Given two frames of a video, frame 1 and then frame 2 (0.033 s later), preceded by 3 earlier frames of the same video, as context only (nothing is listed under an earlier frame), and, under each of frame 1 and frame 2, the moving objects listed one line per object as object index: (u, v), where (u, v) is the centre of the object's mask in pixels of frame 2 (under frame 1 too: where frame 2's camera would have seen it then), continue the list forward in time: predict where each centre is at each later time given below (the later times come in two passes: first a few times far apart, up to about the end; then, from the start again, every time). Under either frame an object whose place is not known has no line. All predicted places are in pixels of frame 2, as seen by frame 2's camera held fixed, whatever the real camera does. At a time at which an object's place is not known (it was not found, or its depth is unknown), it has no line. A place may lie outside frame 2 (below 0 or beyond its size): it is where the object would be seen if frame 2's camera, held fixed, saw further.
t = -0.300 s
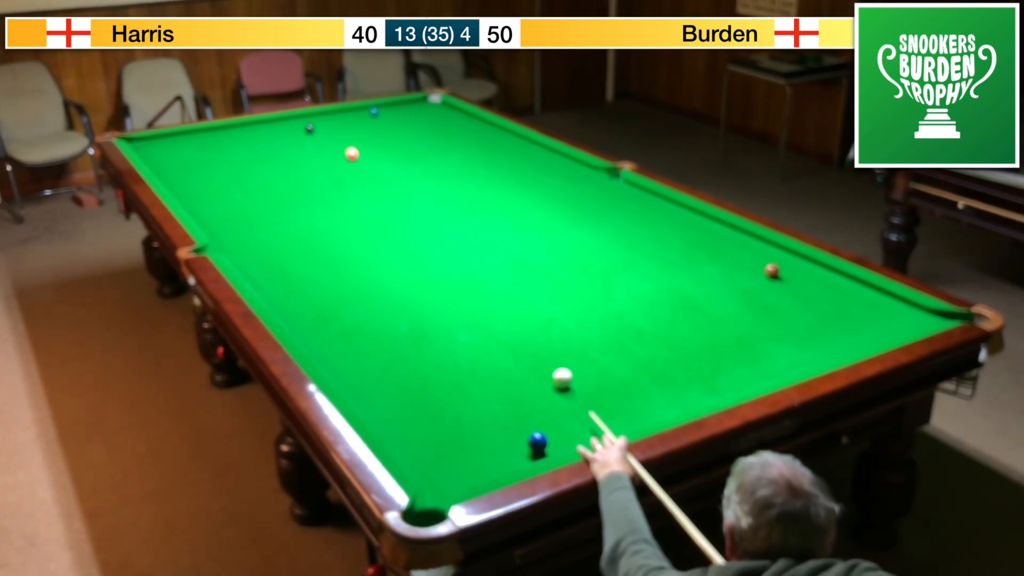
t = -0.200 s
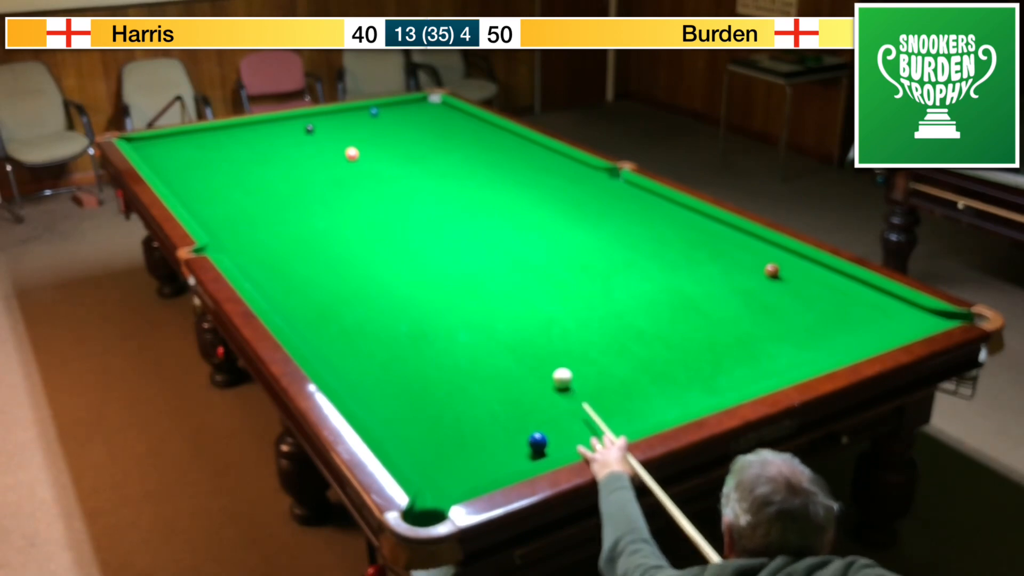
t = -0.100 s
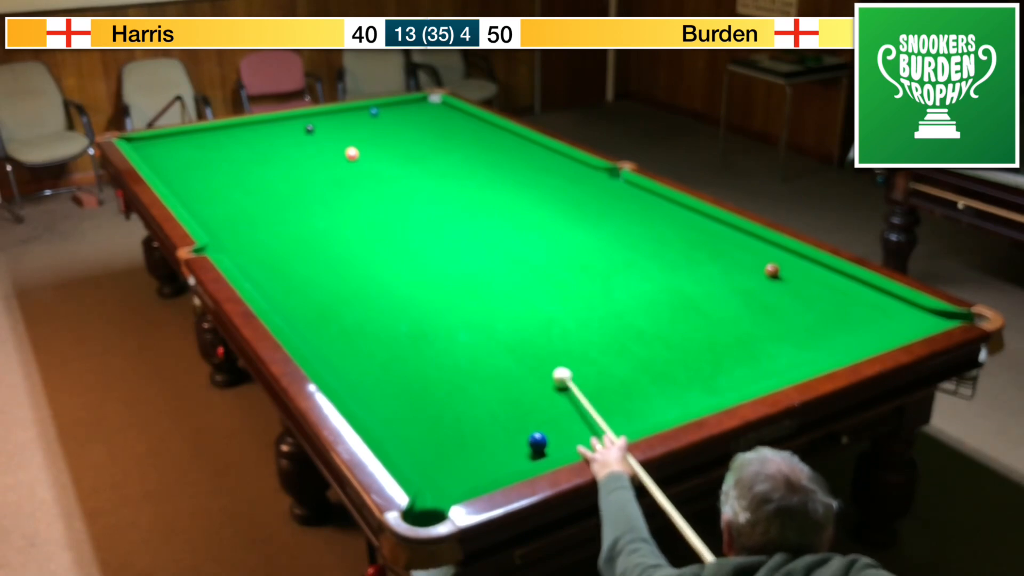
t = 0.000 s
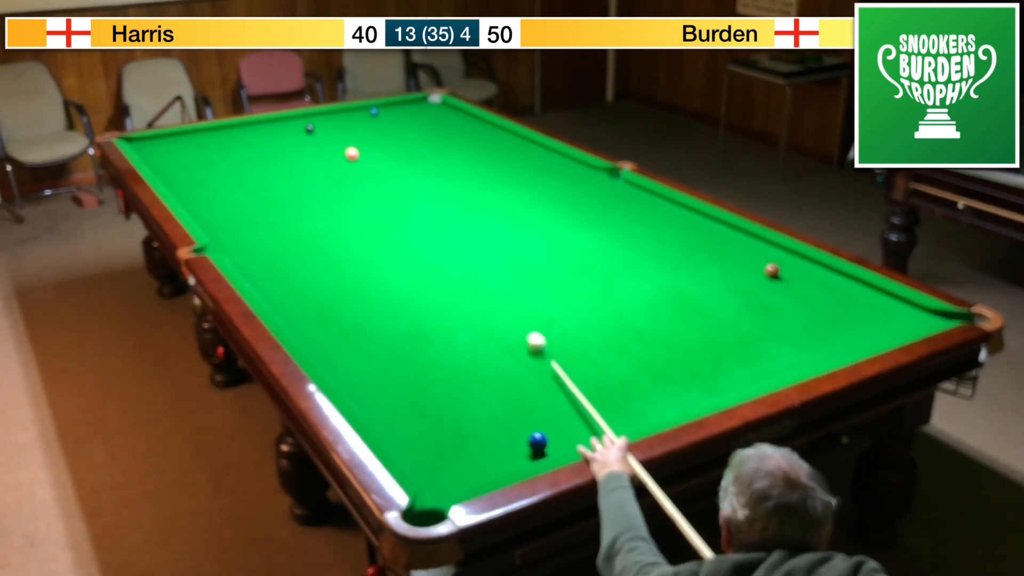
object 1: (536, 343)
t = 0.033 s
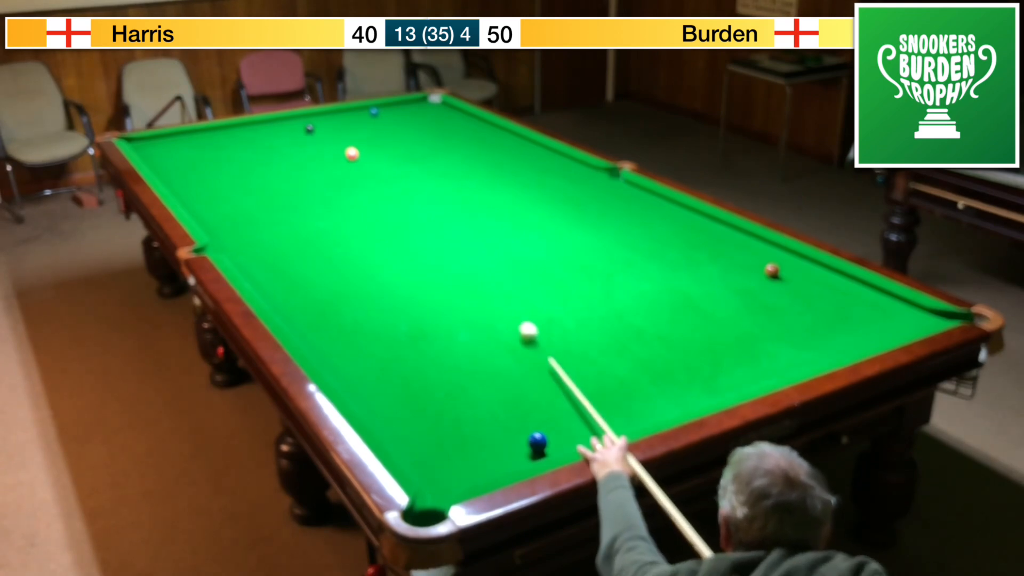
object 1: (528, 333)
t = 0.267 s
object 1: (486, 275)
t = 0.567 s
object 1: (445, 219)
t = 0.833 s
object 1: (417, 182)
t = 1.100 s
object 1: (394, 151)
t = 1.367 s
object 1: (376, 126)
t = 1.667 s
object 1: (355, 108)
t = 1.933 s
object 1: (378, 120)
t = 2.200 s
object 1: (399, 130)
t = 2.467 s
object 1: (420, 142)
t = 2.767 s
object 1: (445, 155)
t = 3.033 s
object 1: (468, 167)
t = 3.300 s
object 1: (492, 181)
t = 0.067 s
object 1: (521, 323)
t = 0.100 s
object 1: (514, 314)
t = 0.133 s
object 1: (509, 306)
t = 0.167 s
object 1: (502, 297)
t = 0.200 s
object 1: (497, 290)
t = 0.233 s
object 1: (491, 282)
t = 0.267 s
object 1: (486, 275)
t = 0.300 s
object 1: (481, 268)
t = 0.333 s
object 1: (476, 261)
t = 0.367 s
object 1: (471, 255)
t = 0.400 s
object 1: (466, 248)
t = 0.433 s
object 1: (462, 242)
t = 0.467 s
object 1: (457, 236)
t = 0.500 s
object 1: (453, 231)
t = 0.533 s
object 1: (449, 225)
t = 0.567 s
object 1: (445, 219)
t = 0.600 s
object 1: (441, 214)
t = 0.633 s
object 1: (438, 209)
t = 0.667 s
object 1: (434, 204)
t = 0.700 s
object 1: (430, 200)
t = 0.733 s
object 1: (427, 195)
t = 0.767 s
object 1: (423, 190)
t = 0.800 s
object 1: (420, 186)
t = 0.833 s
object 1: (417, 182)
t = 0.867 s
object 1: (414, 178)
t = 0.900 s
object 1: (411, 174)
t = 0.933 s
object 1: (408, 170)
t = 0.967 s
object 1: (405, 166)
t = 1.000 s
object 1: (402, 162)
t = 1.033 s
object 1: (400, 158)
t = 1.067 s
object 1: (397, 155)
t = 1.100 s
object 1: (394, 151)
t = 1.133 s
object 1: (392, 148)
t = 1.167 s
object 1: (389, 145)
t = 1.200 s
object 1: (387, 141)
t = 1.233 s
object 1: (384, 138)
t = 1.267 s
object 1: (382, 135)
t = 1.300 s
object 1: (380, 132)
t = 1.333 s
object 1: (378, 129)
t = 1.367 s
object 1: (376, 126)
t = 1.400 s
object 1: (374, 124)
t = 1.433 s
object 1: (372, 121)
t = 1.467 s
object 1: (369, 118)
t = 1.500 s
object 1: (368, 116)
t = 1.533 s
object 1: (365, 113)
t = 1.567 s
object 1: (361, 111)
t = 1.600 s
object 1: (357, 109)
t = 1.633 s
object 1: (353, 107)
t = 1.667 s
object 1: (355, 108)
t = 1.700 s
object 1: (358, 110)
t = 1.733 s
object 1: (362, 111)
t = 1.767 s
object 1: (365, 113)
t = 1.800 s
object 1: (368, 114)
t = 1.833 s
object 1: (370, 116)
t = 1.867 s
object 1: (372, 117)
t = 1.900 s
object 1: (375, 118)
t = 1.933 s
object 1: (378, 120)
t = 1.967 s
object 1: (380, 121)
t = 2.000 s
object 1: (383, 122)
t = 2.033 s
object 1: (385, 124)
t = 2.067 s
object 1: (388, 125)
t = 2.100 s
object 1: (391, 126)
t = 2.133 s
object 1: (393, 128)
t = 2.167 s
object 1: (396, 129)
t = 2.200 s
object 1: (399, 130)
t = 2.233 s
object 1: (401, 132)
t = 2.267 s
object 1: (404, 133)
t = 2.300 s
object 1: (406, 135)
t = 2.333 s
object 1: (409, 136)
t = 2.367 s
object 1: (412, 138)
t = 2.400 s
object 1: (415, 139)
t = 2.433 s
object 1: (417, 140)
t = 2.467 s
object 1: (420, 142)
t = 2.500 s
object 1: (423, 143)
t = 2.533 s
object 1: (426, 145)
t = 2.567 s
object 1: (428, 146)
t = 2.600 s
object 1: (431, 148)
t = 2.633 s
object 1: (434, 149)
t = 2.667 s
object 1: (437, 151)
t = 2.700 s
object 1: (439, 152)
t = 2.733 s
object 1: (442, 154)
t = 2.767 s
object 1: (445, 155)
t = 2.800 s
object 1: (448, 157)
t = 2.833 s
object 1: (451, 158)
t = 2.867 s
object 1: (454, 160)
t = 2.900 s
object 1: (457, 162)
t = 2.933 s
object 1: (460, 163)
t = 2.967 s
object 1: (462, 164)
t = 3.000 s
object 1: (465, 166)
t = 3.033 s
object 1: (468, 167)
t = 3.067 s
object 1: (471, 169)
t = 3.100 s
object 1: (474, 171)
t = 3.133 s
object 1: (477, 172)
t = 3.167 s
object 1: (480, 174)
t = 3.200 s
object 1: (483, 176)
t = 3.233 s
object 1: (486, 177)
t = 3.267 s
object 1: (489, 179)
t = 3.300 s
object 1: (492, 181)
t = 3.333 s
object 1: (495, 182)
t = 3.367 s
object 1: (498, 184)
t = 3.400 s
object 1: (501, 186)
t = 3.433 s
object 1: (505, 187)
